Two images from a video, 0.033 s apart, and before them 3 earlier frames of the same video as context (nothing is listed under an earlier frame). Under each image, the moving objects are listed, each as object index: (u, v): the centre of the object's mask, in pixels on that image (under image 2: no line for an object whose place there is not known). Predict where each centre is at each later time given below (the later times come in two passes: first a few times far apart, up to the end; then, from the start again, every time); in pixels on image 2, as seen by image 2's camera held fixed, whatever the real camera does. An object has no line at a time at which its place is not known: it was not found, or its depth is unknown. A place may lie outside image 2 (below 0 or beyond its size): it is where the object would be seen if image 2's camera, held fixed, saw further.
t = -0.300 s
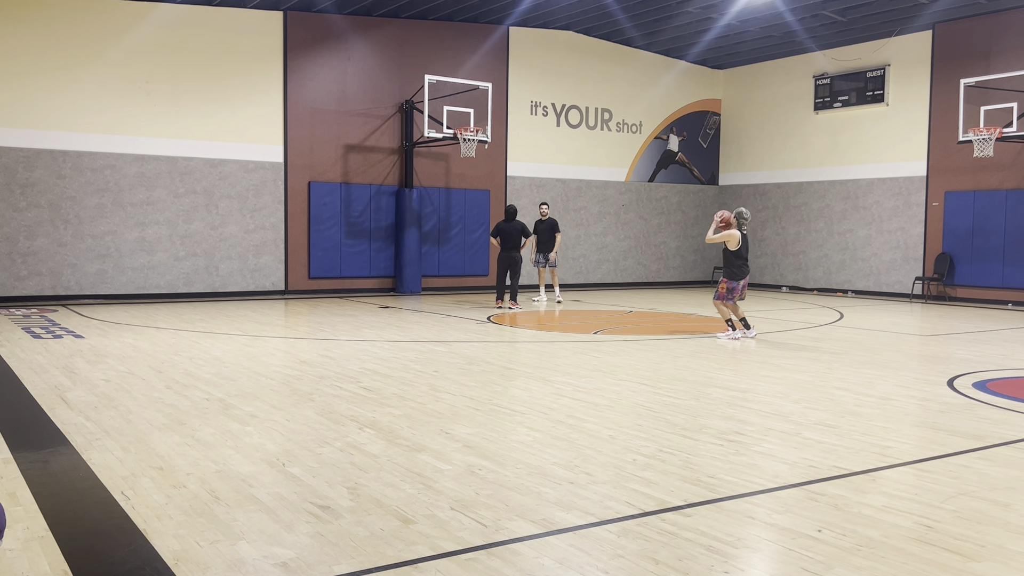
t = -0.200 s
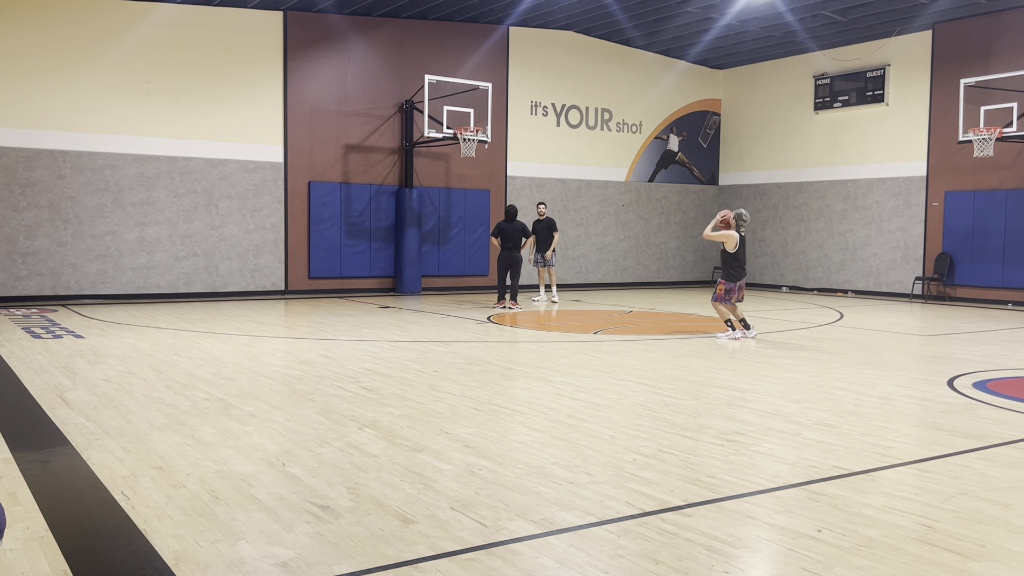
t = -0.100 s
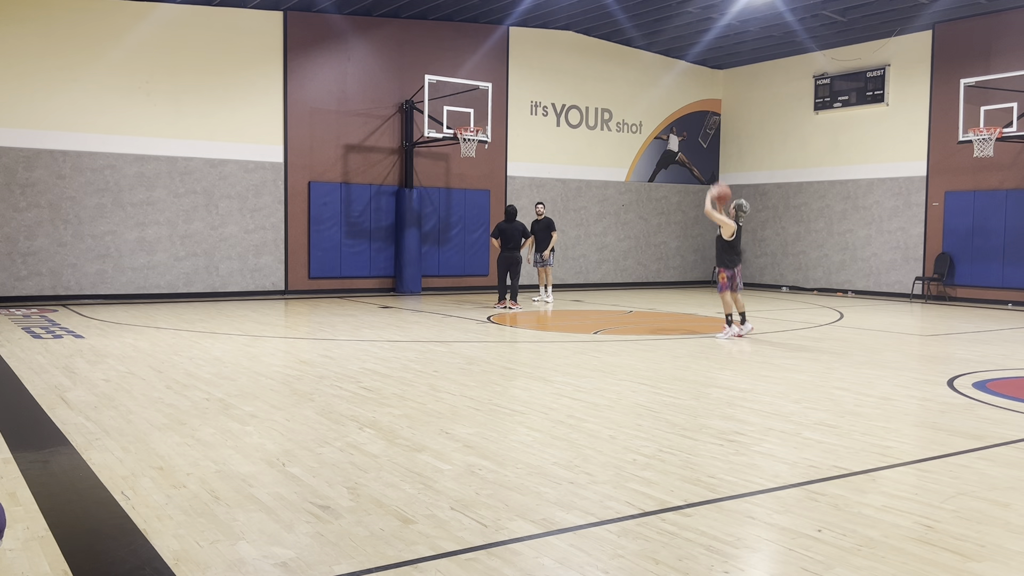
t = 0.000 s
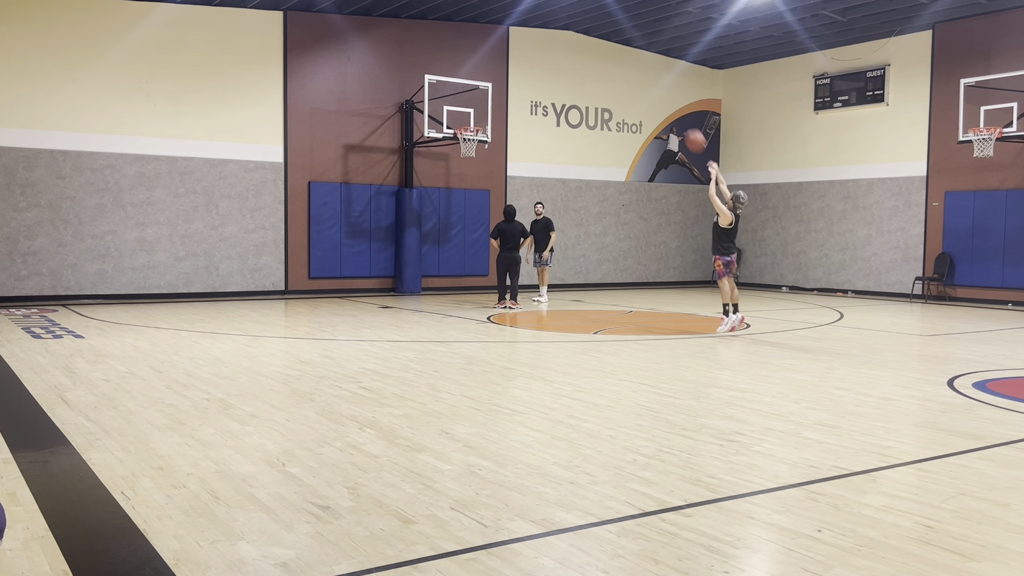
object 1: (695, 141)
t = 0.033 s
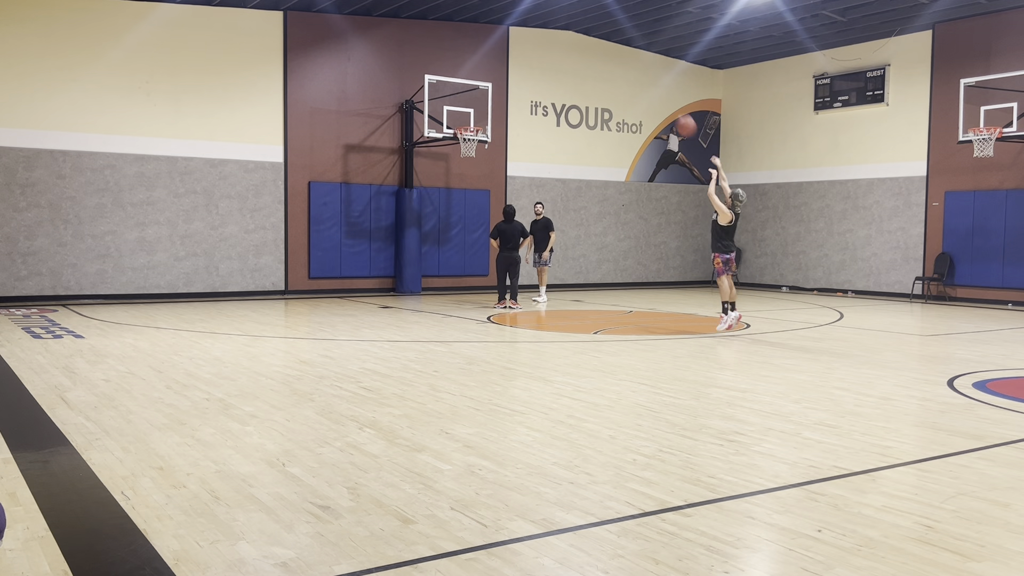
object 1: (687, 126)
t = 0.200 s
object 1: (643, 67)
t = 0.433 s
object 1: (587, 27)
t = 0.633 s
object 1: (543, 23)
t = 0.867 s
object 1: (499, 50)
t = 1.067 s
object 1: (467, 94)
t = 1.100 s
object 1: (462, 103)
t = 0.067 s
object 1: (678, 113)
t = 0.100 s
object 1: (668, 99)
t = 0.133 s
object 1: (660, 87)
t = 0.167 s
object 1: (651, 76)
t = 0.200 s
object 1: (643, 67)
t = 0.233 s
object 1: (634, 58)
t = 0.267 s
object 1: (627, 50)
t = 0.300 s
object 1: (618, 43)
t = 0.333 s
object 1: (610, 38)
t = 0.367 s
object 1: (603, 33)
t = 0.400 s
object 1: (595, 30)
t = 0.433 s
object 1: (587, 27)
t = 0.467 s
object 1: (580, 25)
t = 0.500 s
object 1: (571, 22)
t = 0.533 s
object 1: (563, 21)
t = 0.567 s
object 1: (556, 21)
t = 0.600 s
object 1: (550, 22)
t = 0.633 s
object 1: (543, 23)
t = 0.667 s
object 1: (536, 25)
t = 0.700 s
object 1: (530, 28)
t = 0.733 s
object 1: (523, 31)
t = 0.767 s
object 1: (517, 35)
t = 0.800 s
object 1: (511, 40)
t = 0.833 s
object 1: (505, 45)
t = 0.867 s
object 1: (499, 50)
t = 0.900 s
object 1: (494, 56)
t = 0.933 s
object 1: (488, 63)
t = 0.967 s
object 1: (483, 70)
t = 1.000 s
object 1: (477, 77)
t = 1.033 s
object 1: (471, 86)
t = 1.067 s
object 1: (467, 94)
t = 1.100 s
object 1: (462, 103)
